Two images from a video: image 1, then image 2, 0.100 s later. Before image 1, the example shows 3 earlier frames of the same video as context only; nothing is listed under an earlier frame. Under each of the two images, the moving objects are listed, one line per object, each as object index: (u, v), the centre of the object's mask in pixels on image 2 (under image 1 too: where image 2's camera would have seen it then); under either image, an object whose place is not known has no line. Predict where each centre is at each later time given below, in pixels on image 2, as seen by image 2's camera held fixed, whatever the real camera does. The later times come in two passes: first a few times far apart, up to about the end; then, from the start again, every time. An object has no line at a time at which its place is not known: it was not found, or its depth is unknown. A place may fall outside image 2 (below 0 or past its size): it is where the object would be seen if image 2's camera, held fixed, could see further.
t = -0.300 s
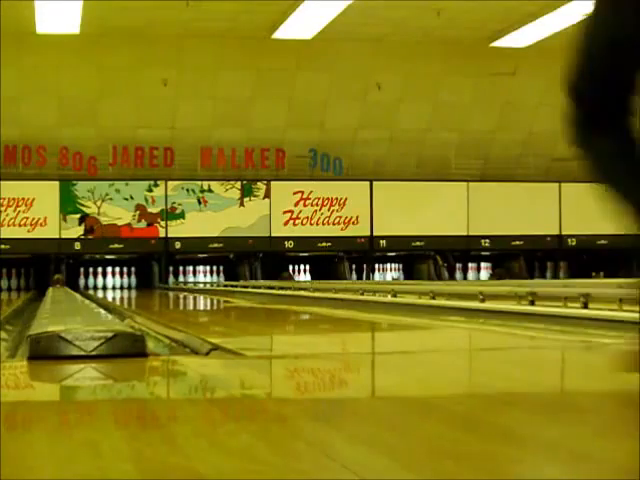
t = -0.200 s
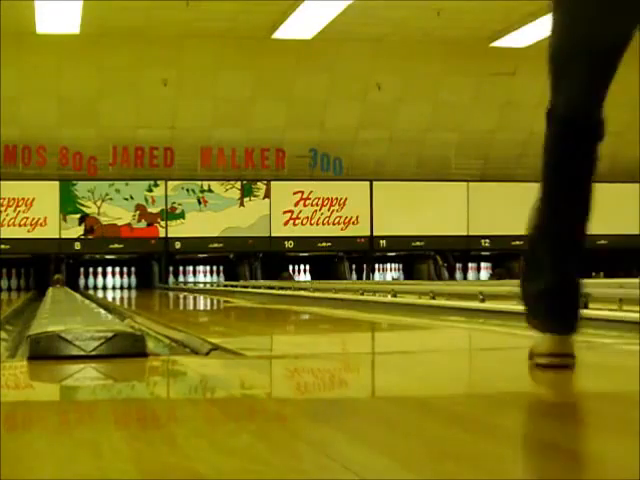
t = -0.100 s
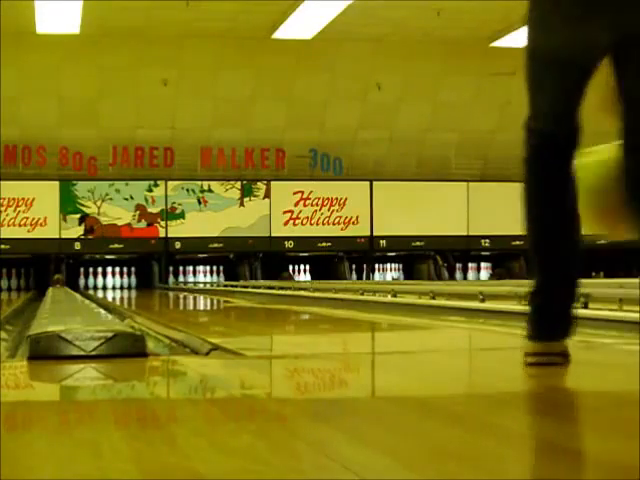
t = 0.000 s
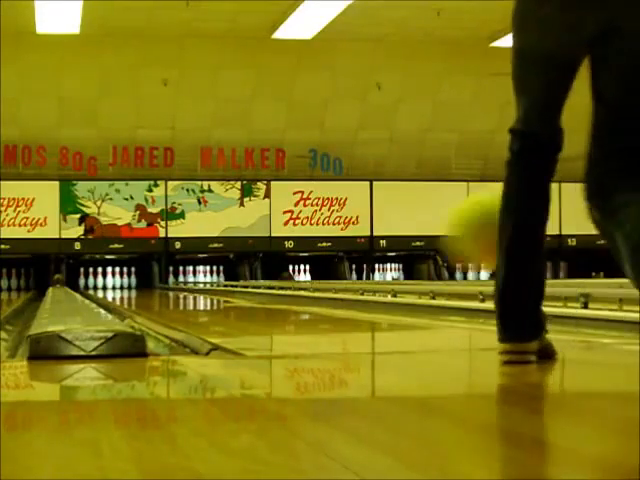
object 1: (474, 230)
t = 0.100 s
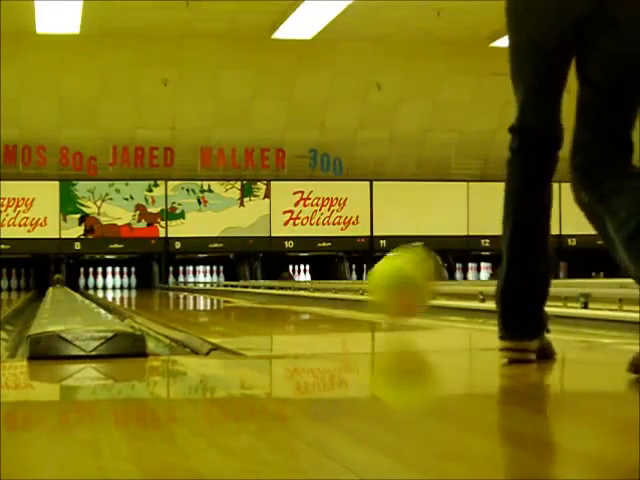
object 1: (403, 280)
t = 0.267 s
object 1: (307, 292)
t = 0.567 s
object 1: (212, 289)
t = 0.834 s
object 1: (164, 288)
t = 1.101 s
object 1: (134, 286)
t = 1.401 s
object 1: (110, 284)
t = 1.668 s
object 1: (94, 284)
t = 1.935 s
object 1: (80, 286)
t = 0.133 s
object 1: (378, 294)
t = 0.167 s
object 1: (356, 291)
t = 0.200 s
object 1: (338, 290)
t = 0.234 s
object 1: (322, 293)
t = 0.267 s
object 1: (307, 292)
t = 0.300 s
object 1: (292, 292)
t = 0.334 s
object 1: (279, 292)
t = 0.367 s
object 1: (267, 290)
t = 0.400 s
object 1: (256, 290)
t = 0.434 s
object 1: (246, 290)
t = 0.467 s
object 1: (237, 290)
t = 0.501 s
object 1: (228, 289)
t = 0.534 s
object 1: (220, 289)
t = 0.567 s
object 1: (212, 289)
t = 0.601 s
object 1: (205, 289)
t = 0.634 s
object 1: (198, 288)
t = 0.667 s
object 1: (191, 288)
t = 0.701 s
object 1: (185, 288)
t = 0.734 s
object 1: (179, 289)
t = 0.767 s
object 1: (174, 289)
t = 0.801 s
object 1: (169, 288)
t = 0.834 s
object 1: (164, 288)
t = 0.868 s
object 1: (160, 288)
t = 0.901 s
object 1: (156, 287)
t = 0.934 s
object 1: (152, 287)
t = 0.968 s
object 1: (148, 287)
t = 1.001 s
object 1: (144, 286)
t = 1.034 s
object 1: (141, 286)
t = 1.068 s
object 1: (137, 286)
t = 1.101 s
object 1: (134, 286)
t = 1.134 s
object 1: (131, 286)
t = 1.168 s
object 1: (128, 286)
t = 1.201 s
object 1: (125, 285)
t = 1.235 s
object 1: (122, 285)
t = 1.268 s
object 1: (119, 285)
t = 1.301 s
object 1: (117, 285)
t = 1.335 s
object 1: (114, 284)
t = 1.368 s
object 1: (112, 284)
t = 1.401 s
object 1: (110, 284)
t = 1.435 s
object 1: (107, 284)
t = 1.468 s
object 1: (105, 284)
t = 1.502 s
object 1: (103, 284)
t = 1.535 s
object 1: (102, 284)
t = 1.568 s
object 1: (99, 284)
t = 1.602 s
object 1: (98, 284)
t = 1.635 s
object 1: (96, 284)
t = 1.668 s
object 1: (94, 284)
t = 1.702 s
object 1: (93, 283)
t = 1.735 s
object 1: (92, 283)
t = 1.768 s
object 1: (89, 284)
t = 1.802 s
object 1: (87, 284)
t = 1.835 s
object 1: (86, 284)
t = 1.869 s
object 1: (84, 284)
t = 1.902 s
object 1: (82, 285)
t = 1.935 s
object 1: (80, 286)
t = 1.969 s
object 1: (79, 287)
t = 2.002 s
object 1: (78, 286)
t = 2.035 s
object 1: (78, 286)
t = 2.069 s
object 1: (78, 286)
